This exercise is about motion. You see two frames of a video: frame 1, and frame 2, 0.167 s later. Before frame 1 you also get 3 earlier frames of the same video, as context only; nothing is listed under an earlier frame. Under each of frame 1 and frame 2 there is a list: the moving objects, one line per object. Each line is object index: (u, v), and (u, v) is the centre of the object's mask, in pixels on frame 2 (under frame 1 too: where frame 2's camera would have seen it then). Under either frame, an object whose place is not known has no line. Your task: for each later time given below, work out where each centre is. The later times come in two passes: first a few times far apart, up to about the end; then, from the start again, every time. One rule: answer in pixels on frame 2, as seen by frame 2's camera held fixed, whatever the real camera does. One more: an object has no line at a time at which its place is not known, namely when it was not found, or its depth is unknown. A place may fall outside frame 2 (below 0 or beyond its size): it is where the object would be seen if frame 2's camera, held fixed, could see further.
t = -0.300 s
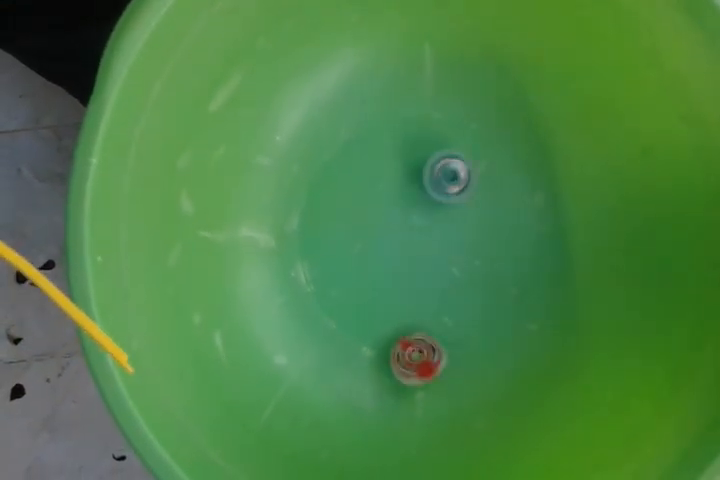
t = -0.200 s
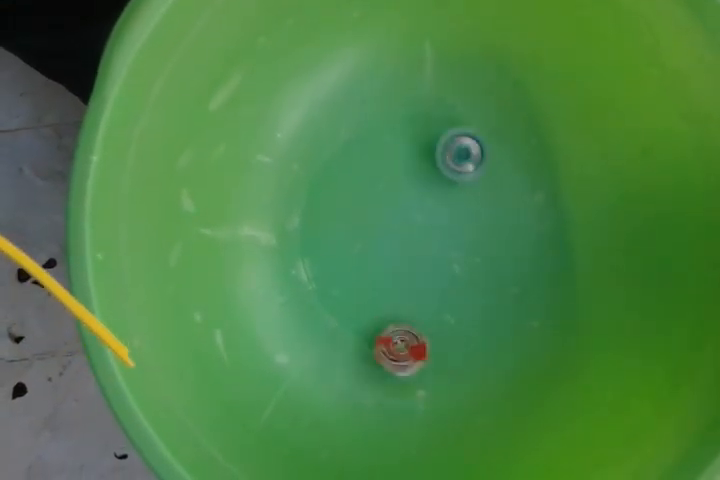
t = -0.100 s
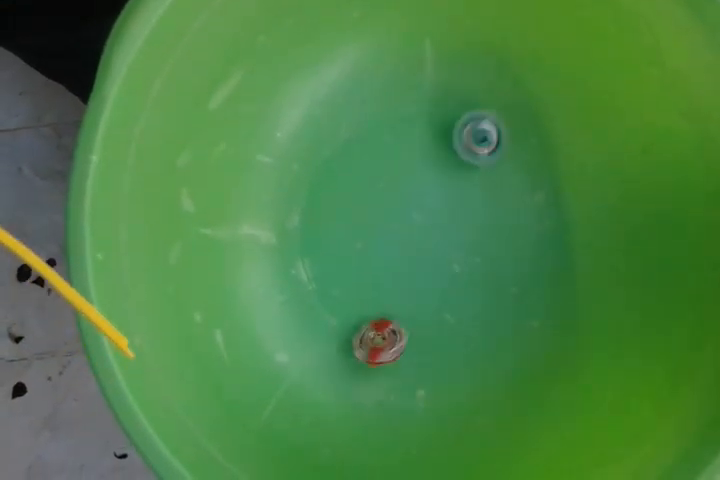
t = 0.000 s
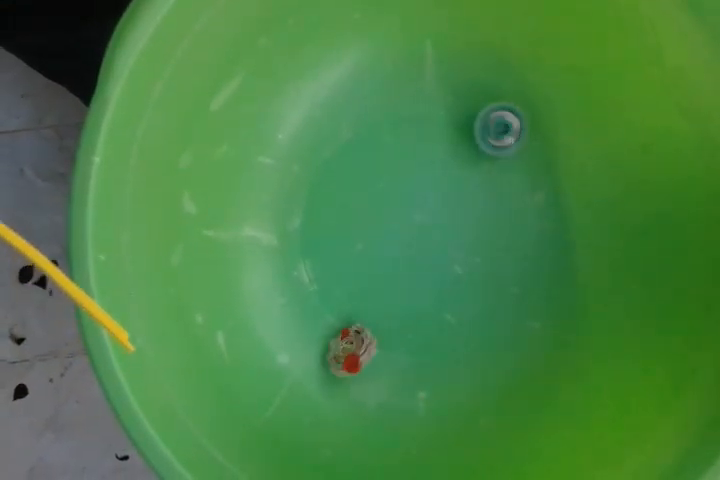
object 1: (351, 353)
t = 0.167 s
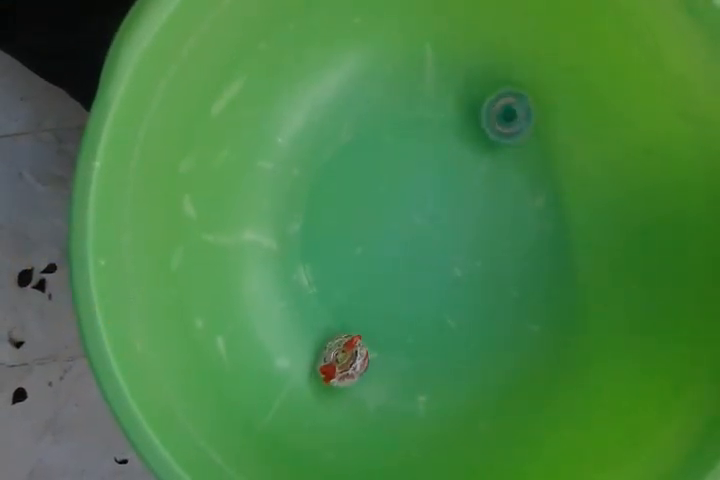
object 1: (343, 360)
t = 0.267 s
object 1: (358, 349)
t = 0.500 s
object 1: (371, 353)
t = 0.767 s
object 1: (349, 350)
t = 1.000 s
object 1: (358, 348)
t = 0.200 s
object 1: (347, 355)
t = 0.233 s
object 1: (351, 350)
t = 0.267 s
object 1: (358, 349)
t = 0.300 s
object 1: (363, 350)
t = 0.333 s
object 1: (367, 350)
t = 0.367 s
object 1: (370, 352)
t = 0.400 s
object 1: (371, 353)
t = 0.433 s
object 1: (372, 353)
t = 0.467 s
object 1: (372, 353)
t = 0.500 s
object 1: (371, 353)
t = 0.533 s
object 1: (370, 351)
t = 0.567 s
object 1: (368, 349)
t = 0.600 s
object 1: (364, 348)
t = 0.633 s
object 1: (361, 348)
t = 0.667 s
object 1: (358, 348)
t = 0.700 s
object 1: (353, 347)
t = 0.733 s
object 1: (351, 348)
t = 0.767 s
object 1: (349, 350)
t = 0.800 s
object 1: (349, 350)
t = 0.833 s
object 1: (350, 348)
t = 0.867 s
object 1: (353, 347)
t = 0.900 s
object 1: (357, 347)
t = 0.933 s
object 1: (359, 348)
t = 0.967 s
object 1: (358, 348)
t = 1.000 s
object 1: (358, 348)
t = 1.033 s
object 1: (355, 347)
